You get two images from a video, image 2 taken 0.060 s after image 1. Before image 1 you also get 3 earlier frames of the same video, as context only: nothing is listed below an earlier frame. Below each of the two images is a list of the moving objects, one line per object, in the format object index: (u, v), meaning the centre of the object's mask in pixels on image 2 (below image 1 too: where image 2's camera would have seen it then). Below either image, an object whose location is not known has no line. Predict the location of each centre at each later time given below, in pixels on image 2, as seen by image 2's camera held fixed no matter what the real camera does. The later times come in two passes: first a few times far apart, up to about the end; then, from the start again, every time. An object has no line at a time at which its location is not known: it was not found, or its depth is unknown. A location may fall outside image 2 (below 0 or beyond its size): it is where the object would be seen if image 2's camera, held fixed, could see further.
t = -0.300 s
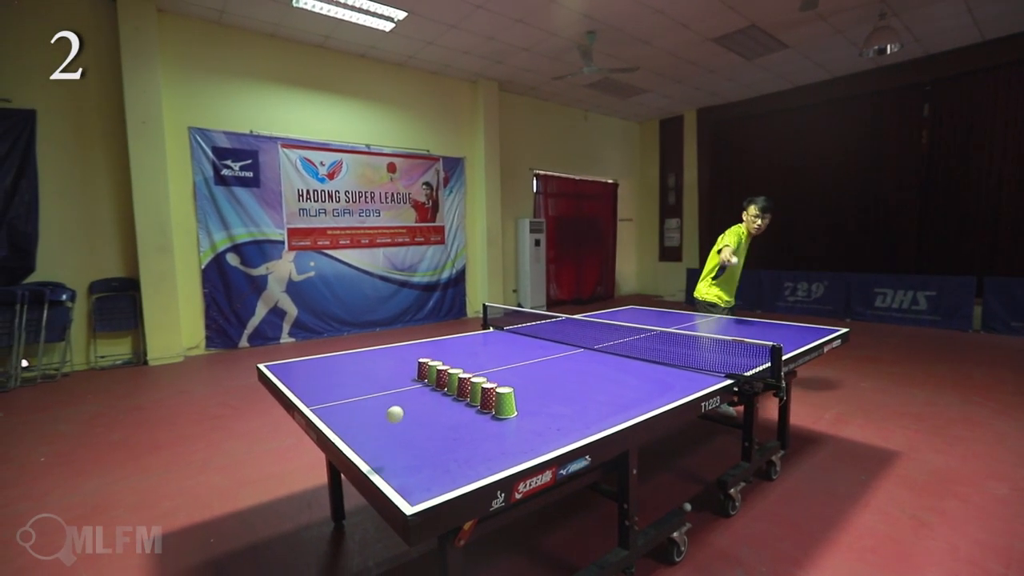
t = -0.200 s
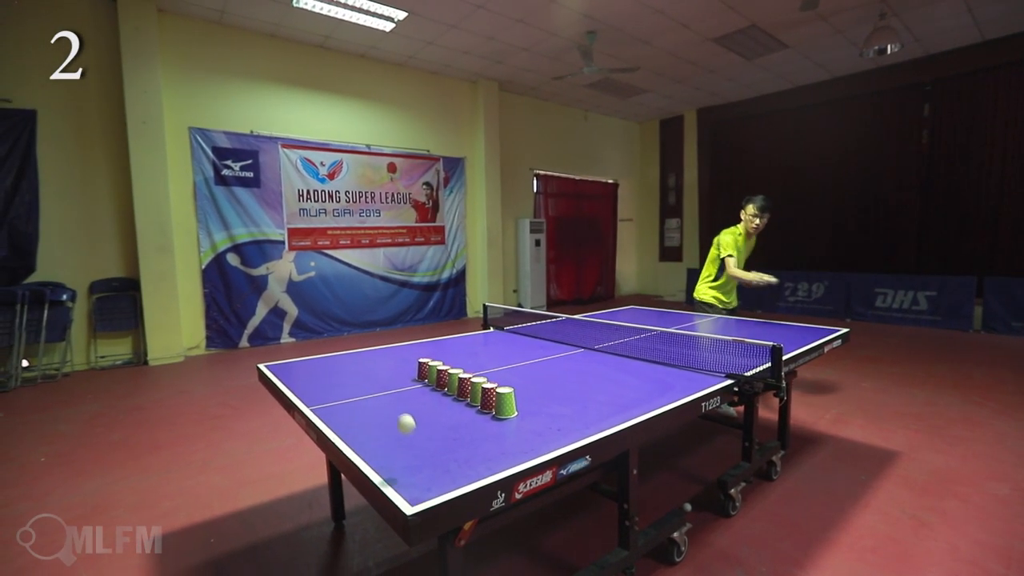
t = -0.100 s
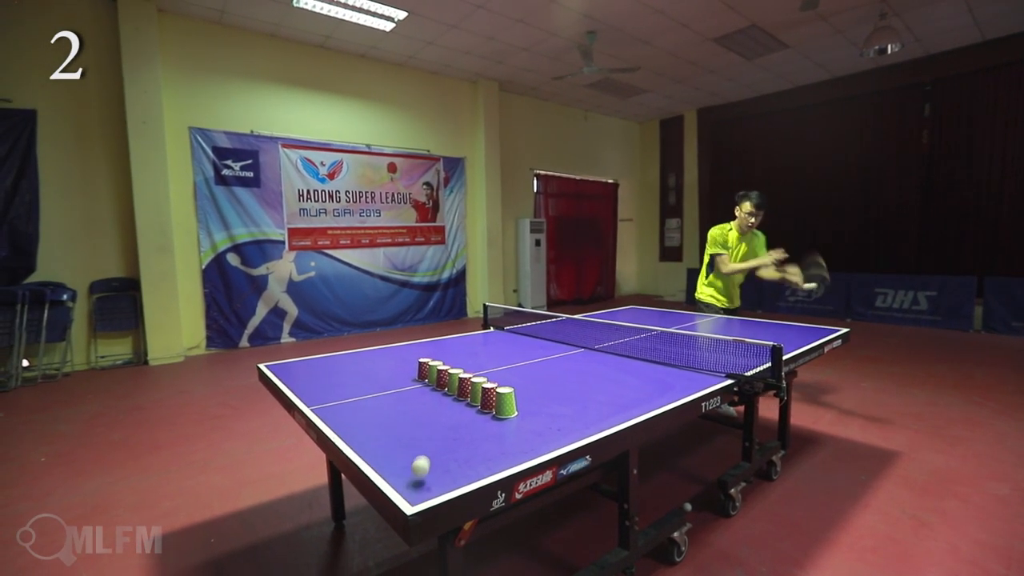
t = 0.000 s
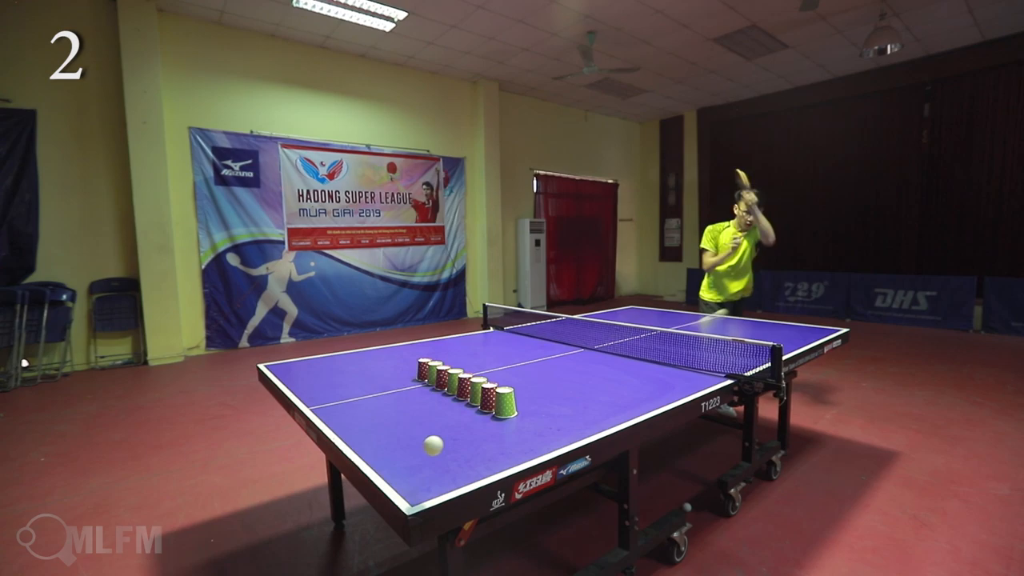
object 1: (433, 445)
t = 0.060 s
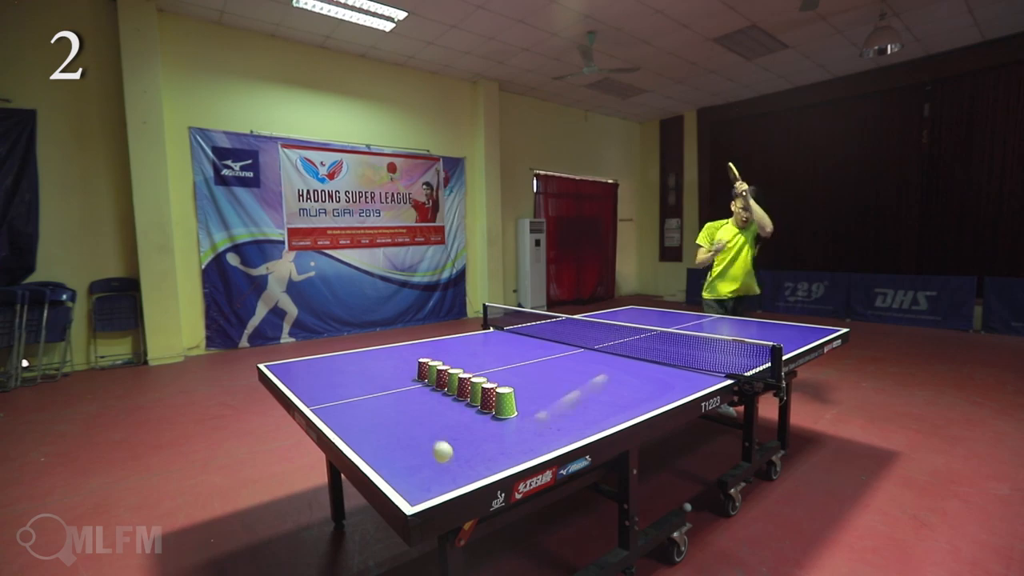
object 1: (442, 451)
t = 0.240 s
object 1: (248, 402)
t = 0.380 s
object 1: (10, 457)
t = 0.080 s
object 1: (446, 457)
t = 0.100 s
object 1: (434, 452)
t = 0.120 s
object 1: (411, 440)
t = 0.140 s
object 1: (387, 431)
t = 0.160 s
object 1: (362, 422)
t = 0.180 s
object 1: (337, 414)
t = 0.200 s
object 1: (307, 409)
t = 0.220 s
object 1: (274, 403)
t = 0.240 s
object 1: (248, 402)
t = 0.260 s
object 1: (215, 404)
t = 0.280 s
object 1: (182, 406)
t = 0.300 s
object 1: (145, 412)
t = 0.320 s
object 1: (108, 421)
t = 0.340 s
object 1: (68, 434)
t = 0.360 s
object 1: (31, 448)
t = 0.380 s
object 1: (10, 457)
